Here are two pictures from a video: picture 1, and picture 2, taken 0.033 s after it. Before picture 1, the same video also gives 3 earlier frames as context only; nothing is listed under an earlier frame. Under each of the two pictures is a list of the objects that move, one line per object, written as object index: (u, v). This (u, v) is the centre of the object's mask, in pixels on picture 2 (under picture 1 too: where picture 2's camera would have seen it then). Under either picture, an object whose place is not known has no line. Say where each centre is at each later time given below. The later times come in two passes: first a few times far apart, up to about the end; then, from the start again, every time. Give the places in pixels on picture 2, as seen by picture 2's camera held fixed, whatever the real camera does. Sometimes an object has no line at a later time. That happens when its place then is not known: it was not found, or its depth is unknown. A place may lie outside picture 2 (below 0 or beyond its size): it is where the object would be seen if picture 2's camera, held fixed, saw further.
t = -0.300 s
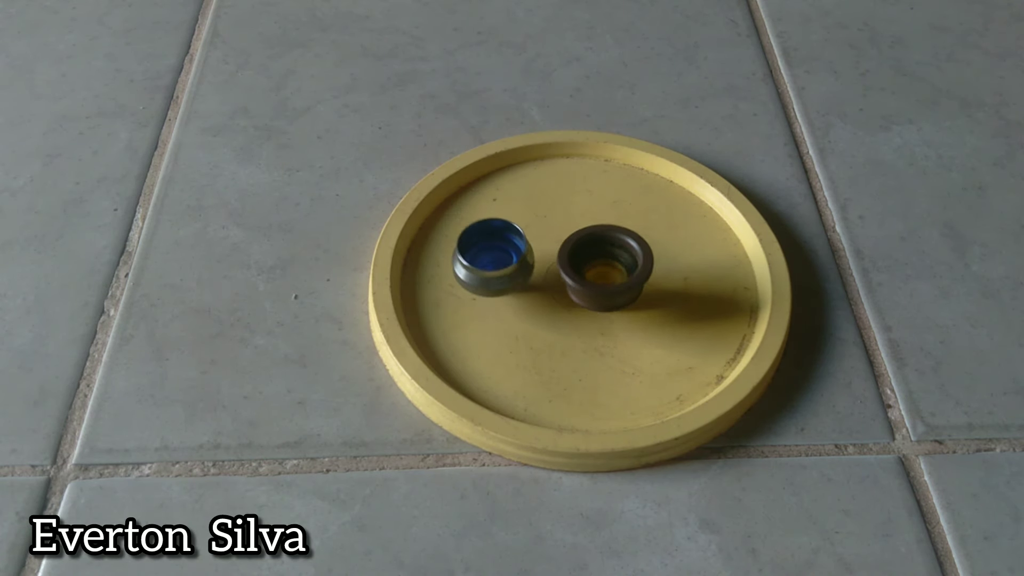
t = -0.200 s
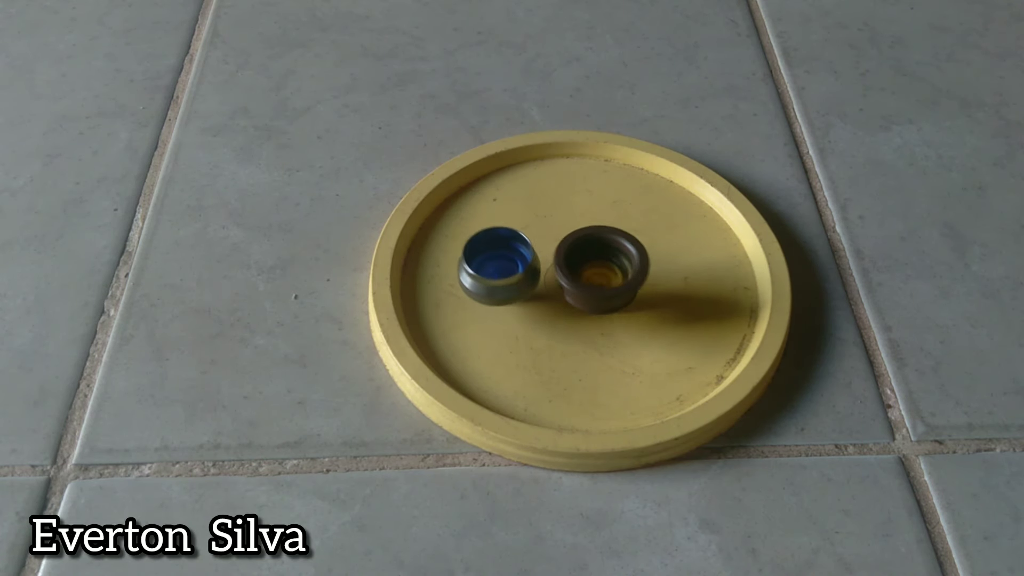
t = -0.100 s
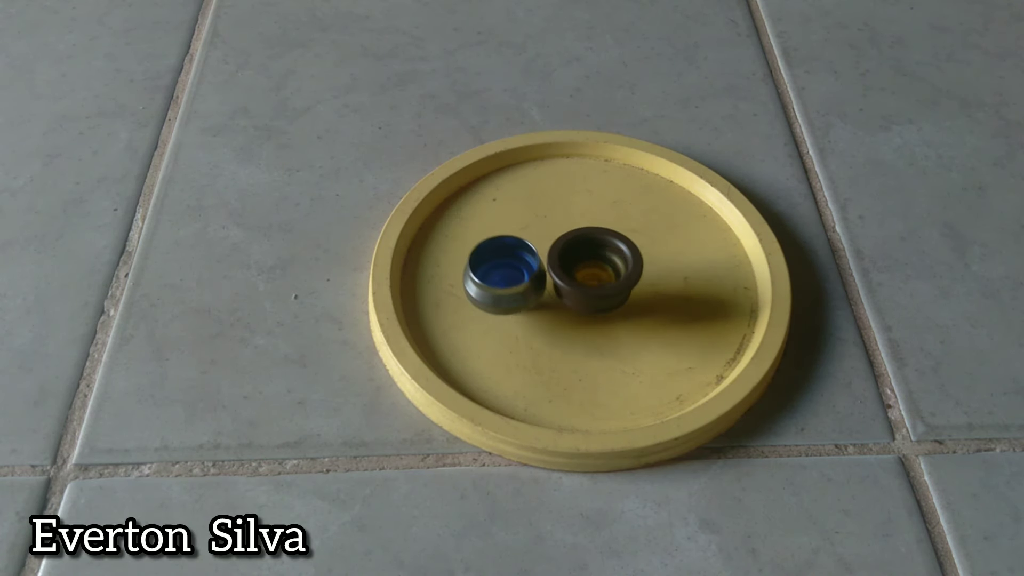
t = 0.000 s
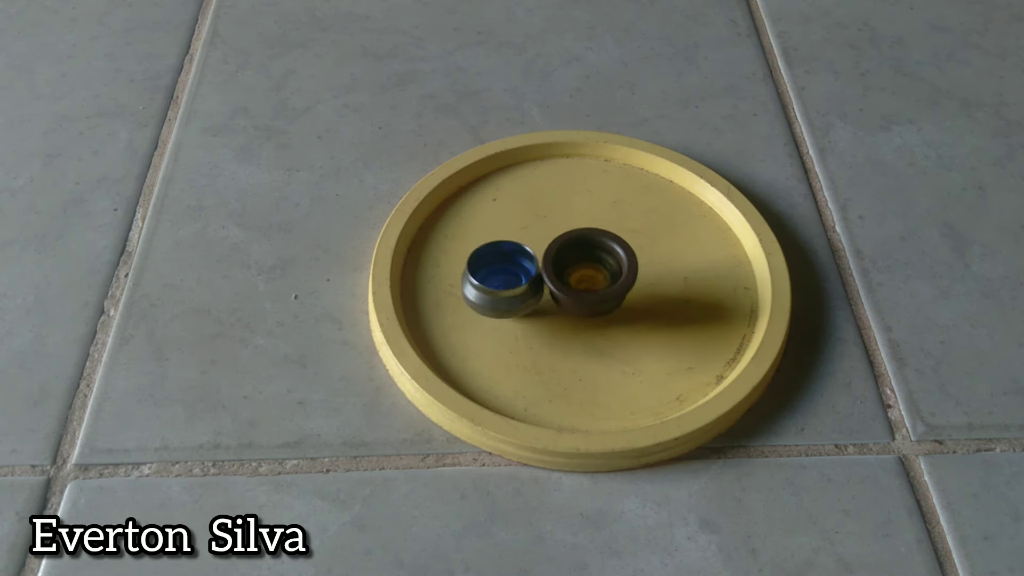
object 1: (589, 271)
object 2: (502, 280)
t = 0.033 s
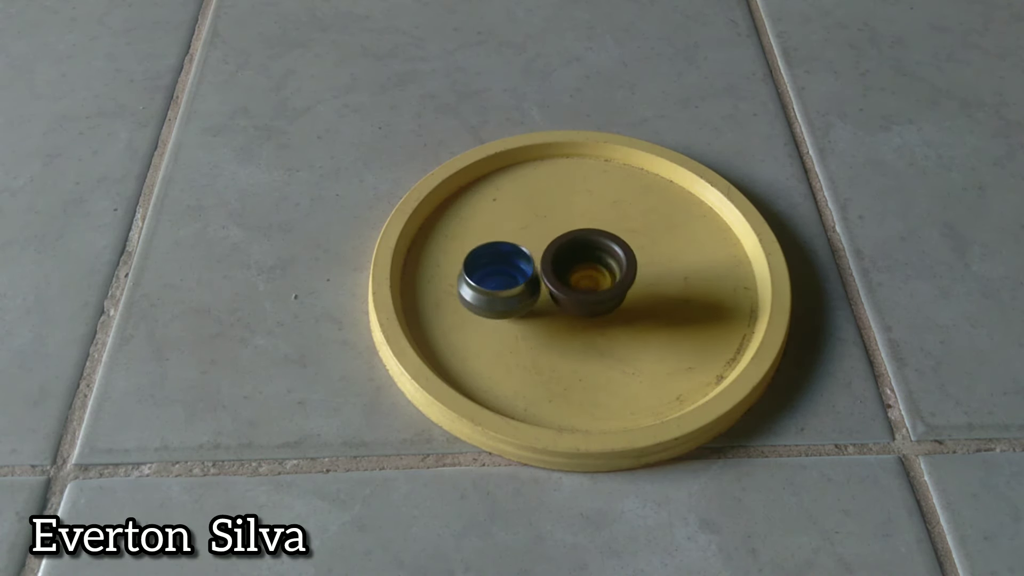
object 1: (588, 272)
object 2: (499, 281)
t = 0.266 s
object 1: (592, 277)
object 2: (476, 278)
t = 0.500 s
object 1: (592, 281)
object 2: (468, 262)
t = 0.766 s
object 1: (595, 282)
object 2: (484, 246)
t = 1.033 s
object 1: (602, 278)
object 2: (513, 247)
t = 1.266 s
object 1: (609, 278)
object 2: (529, 260)
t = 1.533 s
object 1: (613, 291)
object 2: (509, 253)
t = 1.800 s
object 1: (595, 304)
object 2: (500, 239)
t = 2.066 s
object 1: (593, 300)
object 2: (509, 234)
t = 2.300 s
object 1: (613, 293)
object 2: (526, 242)
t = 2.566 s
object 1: (627, 291)
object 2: (538, 263)
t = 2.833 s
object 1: (615, 299)
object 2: (534, 273)
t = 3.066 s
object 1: (606, 309)
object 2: (528, 257)
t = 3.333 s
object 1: (602, 304)
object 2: (547, 244)
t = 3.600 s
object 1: (622, 301)
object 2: (566, 253)
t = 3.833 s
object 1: (629, 313)
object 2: (559, 263)
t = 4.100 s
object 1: (605, 318)
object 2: (564, 261)
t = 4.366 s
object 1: (597, 325)
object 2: (579, 253)
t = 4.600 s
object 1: (601, 324)
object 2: (595, 258)
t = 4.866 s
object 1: (610, 338)
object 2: (609, 259)
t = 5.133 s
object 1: (613, 333)
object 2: (597, 257)
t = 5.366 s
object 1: (633, 319)
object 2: (579, 257)
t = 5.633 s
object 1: (642, 308)
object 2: (566, 265)
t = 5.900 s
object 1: (627, 299)
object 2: (562, 259)
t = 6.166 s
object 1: (606, 304)
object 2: (568, 252)
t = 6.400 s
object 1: (587, 312)
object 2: (576, 249)
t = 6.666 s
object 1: (593, 307)
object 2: (579, 242)
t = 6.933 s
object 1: (577, 321)
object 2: (584, 246)
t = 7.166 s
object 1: (559, 315)
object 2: (593, 244)
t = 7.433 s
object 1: (480, 204)
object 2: (590, 259)
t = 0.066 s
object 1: (590, 272)
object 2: (495, 282)
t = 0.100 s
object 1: (592, 273)
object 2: (492, 282)
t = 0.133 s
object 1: (591, 274)
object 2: (488, 282)
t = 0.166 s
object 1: (592, 275)
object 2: (485, 281)
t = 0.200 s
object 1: (593, 276)
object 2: (482, 280)
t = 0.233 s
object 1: (591, 276)
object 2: (478, 279)
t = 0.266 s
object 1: (592, 277)
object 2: (476, 278)
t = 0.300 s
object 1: (593, 278)
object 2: (473, 276)
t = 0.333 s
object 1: (593, 279)
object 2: (471, 274)
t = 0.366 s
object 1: (592, 279)
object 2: (470, 272)
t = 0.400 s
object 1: (592, 280)
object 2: (469, 270)
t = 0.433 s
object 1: (592, 280)
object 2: (468, 267)
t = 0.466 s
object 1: (592, 281)
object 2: (467, 265)
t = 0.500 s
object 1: (592, 281)
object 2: (468, 262)
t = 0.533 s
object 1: (592, 282)
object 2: (468, 259)
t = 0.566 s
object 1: (592, 282)
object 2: (469, 257)
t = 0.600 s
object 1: (592, 282)
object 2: (471, 255)
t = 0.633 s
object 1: (593, 282)
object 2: (472, 252)
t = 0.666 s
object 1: (593, 282)
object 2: (475, 250)
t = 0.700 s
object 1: (594, 282)
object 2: (477, 249)
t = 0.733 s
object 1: (594, 282)
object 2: (480, 247)
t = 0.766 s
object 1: (595, 282)
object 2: (484, 246)
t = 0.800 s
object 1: (595, 281)
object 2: (488, 245)
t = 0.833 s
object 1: (596, 281)
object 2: (490, 244)
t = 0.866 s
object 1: (597, 280)
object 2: (494, 244)
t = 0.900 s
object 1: (598, 280)
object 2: (498, 244)
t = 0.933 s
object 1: (599, 279)
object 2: (502, 244)
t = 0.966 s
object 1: (600, 279)
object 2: (506, 245)
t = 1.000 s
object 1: (602, 278)
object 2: (510, 246)
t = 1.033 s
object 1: (602, 278)
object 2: (513, 247)
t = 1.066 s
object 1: (603, 278)
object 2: (517, 249)
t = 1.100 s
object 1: (603, 277)
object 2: (520, 251)
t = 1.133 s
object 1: (605, 277)
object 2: (522, 253)
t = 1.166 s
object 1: (605, 277)
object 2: (524, 255)
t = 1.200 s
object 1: (606, 277)
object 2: (527, 257)
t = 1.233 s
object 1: (607, 277)
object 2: (528, 259)
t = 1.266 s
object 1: (609, 278)
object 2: (529, 260)
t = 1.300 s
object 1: (611, 279)
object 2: (529, 261)
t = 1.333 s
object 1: (613, 281)
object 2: (527, 260)
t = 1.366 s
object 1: (614, 282)
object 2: (524, 261)
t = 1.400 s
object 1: (616, 283)
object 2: (521, 259)
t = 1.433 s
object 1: (617, 286)
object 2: (518, 258)
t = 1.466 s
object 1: (615, 288)
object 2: (515, 257)
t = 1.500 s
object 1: (615, 290)
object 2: (512, 255)
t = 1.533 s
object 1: (613, 291)
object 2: (509, 253)
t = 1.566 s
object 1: (613, 294)
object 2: (507, 252)
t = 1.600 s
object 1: (610, 297)
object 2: (505, 250)
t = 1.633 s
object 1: (607, 299)
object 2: (503, 248)
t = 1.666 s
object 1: (605, 300)
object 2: (502, 246)
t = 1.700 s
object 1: (603, 302)
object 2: (501, 244)
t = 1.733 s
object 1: (600, 303)
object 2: (500, 243)
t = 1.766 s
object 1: (598, 303)
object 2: (500, 241)
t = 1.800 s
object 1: (595, 304)
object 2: (500, 239)
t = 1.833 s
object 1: (593, 304)
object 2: (500, 238)
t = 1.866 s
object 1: (590, 304)
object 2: (501, 237)
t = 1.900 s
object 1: (590, 304)
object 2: (501, 236)
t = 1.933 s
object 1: (589, 303)
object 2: (503, 235)
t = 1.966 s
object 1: (589, 303)
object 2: (504, 234)
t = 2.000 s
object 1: (589, 302)
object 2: (505, 234)
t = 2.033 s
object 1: (590, 301)
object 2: (507, 234)
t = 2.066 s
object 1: (593, 300)
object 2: (509, 234)
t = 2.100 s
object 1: (594, 299)
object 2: (512, 235)
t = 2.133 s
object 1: (595, 298)
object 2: (513, 235)
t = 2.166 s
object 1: (599, 296)
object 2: (516, 236)
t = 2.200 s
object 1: (603, 295)
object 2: (519, 237)
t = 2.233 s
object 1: (606, 295)
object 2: (521, 239)
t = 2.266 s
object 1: (609, 294)
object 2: (524, 241)
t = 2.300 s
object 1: (613, 293)
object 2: (526, 242)
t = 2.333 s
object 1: (617, 292)
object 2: (528, 244)
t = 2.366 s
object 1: (620, 292)
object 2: (531, 247)
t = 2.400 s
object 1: (622, 292)
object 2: (532, 249)
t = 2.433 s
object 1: (623, 291)
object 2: (533, 251)
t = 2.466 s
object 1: (627, 291)
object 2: (535, 254)
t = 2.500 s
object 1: (627, 291)
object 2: (536, 257)
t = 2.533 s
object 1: (627, 291)
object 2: (538, 260)
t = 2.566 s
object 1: (627, 291)
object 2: (538, 263)
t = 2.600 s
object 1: (628, 292)
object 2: (539, 266)
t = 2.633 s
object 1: (625, 293)
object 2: (539, 269)
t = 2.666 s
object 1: (624, 293)
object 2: (539, 271)
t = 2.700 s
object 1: (622, 292)
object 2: (539, 275)
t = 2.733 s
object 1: (620, 293)
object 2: (538, 277)
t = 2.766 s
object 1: (616, 295)
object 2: (535, 276)
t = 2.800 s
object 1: (616, 297)
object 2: (534, 274)
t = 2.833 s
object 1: (615, 299)
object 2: (534, 273)
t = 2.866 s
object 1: (615, 301)
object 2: (532, 273)
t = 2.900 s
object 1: (613, 303)
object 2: (529, 270)
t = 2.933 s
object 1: (613, 305)
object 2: (529, 268)
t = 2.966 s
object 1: (610, 307)
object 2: (528, 266)
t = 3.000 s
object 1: (609, 307)
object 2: (527, 263)
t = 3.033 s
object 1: (608, 308)
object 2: (527, 260)
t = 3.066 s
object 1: (606, 309)
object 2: (528, 257)
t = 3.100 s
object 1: (602, 309)
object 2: (528, 255)
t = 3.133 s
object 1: (601, 308)
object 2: (530, 252)
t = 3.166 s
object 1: (602, 308)
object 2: (532, 250)
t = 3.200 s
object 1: (601, 308)
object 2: (535, 249)
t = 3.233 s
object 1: (598, 307)
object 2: (537, 247)
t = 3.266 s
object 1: (600, 305)
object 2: (541, 245)
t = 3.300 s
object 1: (602, 305)
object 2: (544, 244)
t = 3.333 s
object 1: (602, 304)
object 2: (547, 244)
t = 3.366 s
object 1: (602, 302)
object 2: (551, 244)
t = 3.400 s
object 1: (605, 300)
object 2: (553, 244)
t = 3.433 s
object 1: (609, 300)
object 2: (556, 245)
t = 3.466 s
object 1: (610, 300)
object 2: (559, 246)
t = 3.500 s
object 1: (611, 300)
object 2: (561, 248)
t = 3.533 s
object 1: (613, 298)
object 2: (562, 248)
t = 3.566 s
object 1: (618, 299)
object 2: (565, 248)
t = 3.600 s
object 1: (622, 301)
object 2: (566, 253)
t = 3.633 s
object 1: (623, 301)
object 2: (564, 255)
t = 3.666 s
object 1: (624, 301)
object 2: (564, 256)
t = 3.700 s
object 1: (628, 304)
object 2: (566, 256)
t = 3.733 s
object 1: (628, 307)
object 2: (565, 258)
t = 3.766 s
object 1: (629, 309)
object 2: (563, 260)
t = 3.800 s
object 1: (629, 310)
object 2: (561, 261)
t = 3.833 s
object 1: (629, 313)
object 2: (559, 263)
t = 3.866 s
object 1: (626, 315)
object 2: (556, 264)
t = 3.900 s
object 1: (624, 316)
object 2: (554, 265)
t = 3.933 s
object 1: (621, 315)
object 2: (553, 264)
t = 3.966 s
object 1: (619, 316)
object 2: (556, 266)
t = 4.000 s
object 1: (616, 316)
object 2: (555, 267)
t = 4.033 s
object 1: (611, 315)
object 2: (556, 265)
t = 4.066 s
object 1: (607, 315)
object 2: (560, 262)
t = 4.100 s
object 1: (605, 318)
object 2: (564, 261)
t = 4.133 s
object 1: (602, 321)
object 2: (564, 262)
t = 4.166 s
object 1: (601, 322)
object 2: (564, 260)
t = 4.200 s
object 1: (602, 323)
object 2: (568, 257)
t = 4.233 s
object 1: (600, 324)
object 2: (572, 256)
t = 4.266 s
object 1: (598, 326)
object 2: (573, 256)
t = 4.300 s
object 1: (595, 325)
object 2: (575, 255)
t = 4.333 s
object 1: (597, 325)
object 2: (577, 254)
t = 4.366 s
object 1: (597, 325)
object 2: (579, 253)
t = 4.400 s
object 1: (597, 325)
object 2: (580, 256)
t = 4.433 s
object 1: (597, 322)
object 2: (580, 256)
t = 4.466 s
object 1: (600, 321)
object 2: (581, 256)
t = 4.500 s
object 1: (603, 321)
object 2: (583, 257)
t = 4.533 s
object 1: (604, 323)
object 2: (587, 257)
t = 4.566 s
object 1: (602, 324)
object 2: (592, 258)
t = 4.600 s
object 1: (601, 324)
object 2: (595, 258)
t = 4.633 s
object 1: (604, 324)
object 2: (597, 259)
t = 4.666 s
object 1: (606, 325)
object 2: (598, 260)
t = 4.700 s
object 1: (609, 329)
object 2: (602, 261)
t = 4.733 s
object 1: (608, 332)
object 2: (603, 262)
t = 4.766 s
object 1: (608, 334)
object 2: (605, 263)
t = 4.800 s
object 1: (608, 335)
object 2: (604, 261)
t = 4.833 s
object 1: (610, 336)
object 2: (606, 260)
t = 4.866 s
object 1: (610, 338)
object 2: (609, 259)
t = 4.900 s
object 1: (607, 338)
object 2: (609, 260)
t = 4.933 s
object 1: (608, 338)
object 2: (606, 259)
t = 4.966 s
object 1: (609, 337)
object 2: (606, 259)
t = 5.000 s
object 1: (609, 338)
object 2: (605, 259)
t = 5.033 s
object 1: (608, 336)
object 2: (602, 259)
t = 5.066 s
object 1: (609, 334)
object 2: (600, 258)
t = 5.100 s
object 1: (611, 333)
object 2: (599, 257)
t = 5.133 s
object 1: (613, 333)
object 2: (597, 257)
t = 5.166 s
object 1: (615, 332)
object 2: (595, 256)
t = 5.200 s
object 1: (615, 329)
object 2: (593, 255)
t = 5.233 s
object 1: (619, 327)
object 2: (591, 255)
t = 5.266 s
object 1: (622, 325)
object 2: (588, 255)
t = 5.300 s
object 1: (627, 323)
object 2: (586, 255)
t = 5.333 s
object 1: (629, 322)
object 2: (584, 256)
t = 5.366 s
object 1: (633, 319)
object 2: (579, 257)
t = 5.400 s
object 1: (635, 317)
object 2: (577, 258)
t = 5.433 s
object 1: (640, 316)
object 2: (576, 259)
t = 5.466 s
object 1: (641, 314)
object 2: (575, 260)
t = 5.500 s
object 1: (642, 313)
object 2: (572, 261)
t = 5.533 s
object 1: (643, 311)
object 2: (571, 262)
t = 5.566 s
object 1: (644, 310)
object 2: (570, 263)
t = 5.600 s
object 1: (644, 310)
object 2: (568, 264)
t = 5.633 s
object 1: (642, 308)
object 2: (566, 265)
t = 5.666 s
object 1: (641, 307)
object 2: (565, 265)
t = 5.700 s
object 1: (639, 304)
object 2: (563, 266)
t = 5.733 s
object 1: (637, 303)
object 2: (561, 267)
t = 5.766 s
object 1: (634, 301)
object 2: (559, 268)
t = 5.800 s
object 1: (632, 300)
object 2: (558, 267)
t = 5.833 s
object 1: (629, 299)
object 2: (558, 264)
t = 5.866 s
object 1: (628, 299)
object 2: (560, 260)
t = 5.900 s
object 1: (627, 299)
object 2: (562, 259)
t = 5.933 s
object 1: (624, 299)
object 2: (562, 259)
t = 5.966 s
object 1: (623, 300)
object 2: (562, 257)
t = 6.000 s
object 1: (620, 300)
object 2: (562, 256)
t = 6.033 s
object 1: (617, 301)
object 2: (564, 254)
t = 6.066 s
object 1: (616, 302)
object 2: (566, 252)
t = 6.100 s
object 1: (613, 302)
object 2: (567, 253)
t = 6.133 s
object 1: (611, 304)
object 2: (567, 253)
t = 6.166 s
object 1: (606, 304)
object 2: (568, 252)
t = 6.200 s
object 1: (604, 305)
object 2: (569, 250)
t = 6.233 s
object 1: (602, 305)
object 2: (570, 248)
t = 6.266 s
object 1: (599, 307)
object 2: (573, 248)
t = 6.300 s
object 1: (595, 310)
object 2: (574, 247)
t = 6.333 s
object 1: (590, 312)
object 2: (575, 248)
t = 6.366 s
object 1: (588, 312)
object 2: (576, 249)
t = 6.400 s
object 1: (587, 312)
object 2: (576, 249)
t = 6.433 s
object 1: (587, 312)
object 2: (577, 249)
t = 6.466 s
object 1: (588, 313)
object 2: (582, 248)
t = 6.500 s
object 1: (587, 313)
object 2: (586, 248)
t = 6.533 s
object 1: (587, 313)
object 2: (587, 248)
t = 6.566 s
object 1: (586, 312)
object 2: (584, 247)
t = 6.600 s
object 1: (586, 309)
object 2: (579, 245)
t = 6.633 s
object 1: (589, 308)
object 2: (579, 243)
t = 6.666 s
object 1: (593, 307)
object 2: (579, 242)
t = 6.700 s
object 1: (597, 307)
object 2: (581, 243)
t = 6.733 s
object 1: (601, 310)
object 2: (580, 245)
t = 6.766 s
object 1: (601, 312)
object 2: (579, 247)
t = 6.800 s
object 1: (599, 316)
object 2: (578, 248)
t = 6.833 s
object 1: (591, 320)
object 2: (578, 248)
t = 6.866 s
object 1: (584, 321)
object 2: (579, 247)
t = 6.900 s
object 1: (580, 320)
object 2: (581, 248)
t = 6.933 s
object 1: (577, 321)
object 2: (584, 246)
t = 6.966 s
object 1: (576, 323)
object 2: (591, 242)
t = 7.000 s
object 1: (574, 324)
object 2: (596, 243)
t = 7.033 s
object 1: (571, 325)
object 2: (597, 246)
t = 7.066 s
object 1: (569, 324)
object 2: (593, 249)
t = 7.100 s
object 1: (567, 322)
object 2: (590, 247)
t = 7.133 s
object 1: (565, 319)
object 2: (590, 244)
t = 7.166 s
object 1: (559, 315)
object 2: (593, 244)
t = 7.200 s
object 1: (558, 310)
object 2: (596, 246)
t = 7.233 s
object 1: (551, 300)
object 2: (598, 249)
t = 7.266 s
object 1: (541, 289)
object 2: (598, 250)
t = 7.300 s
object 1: (531, 273)
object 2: (600, 250)
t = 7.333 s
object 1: (519, 255)
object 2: (601, 254)
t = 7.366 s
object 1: (509, 237)
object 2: (600, 257)
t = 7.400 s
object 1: (495, 219)
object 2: (597, 261)
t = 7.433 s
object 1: (480, 204)
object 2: (590, 259)
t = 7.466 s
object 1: (464, 192)
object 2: (585, 254)
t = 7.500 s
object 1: (453, 180)
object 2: (583, 249)
